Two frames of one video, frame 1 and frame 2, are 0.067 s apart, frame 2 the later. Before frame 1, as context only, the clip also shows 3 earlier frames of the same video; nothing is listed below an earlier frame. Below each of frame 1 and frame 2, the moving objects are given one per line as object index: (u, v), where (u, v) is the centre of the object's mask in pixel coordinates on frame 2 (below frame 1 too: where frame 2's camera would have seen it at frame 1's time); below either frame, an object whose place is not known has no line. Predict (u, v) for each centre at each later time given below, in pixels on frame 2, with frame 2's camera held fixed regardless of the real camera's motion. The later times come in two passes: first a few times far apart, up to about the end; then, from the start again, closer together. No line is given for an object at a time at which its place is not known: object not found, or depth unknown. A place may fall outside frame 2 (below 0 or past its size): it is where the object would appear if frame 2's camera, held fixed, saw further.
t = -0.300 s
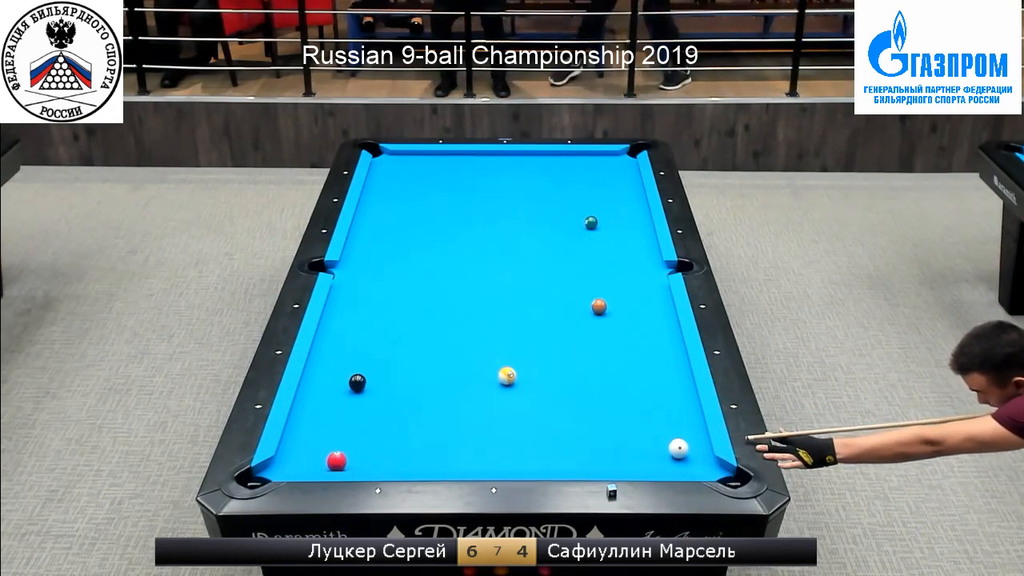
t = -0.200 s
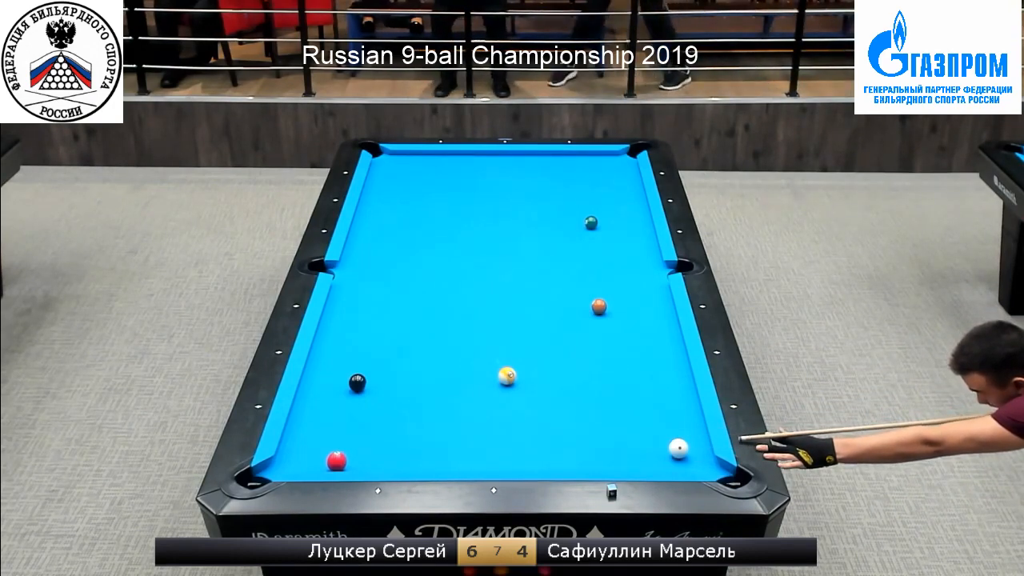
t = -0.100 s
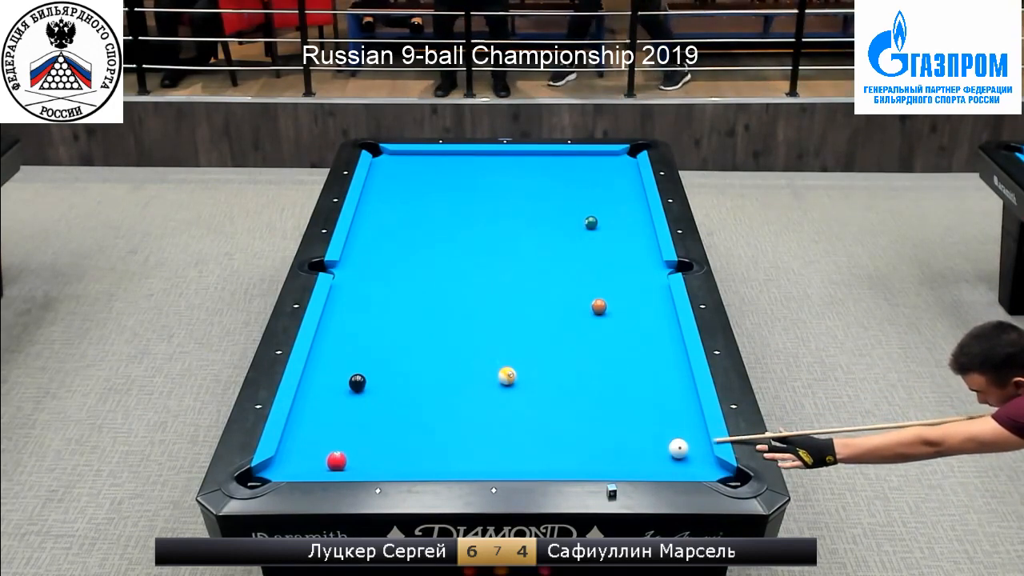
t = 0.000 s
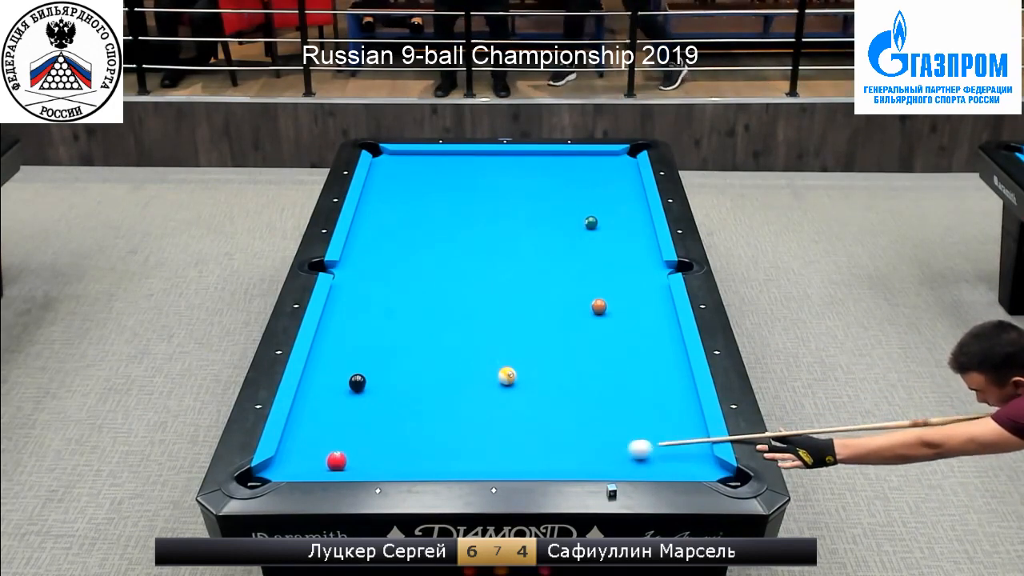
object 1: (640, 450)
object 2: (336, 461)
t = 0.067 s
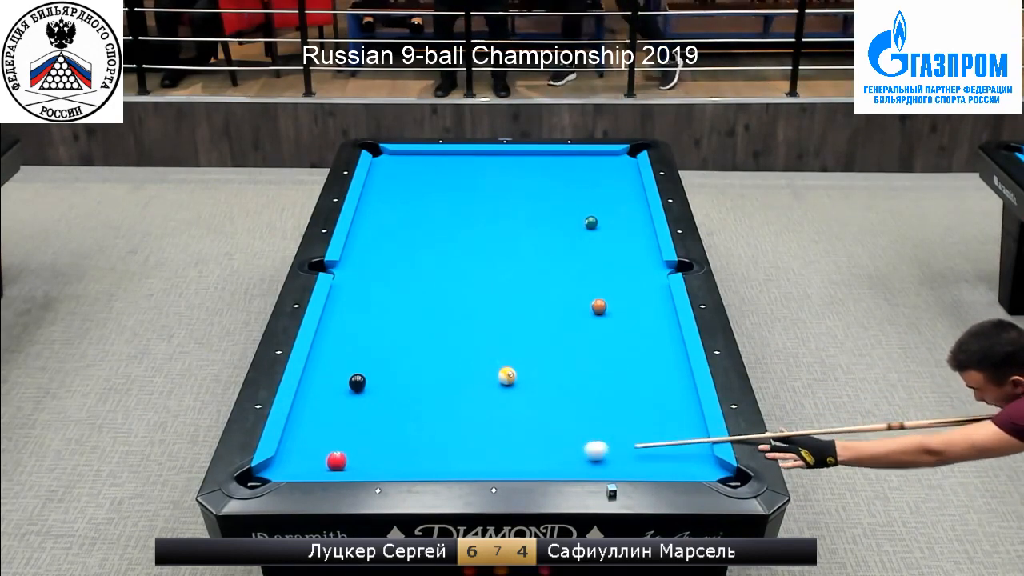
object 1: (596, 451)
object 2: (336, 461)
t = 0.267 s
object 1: (465, 454)
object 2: (336, 461)
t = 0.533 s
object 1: (350, 451)
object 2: (276, 470)
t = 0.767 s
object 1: (315, 438)
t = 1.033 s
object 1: (307, 421)
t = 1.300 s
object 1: (335, 404)
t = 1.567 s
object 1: (361, 392)
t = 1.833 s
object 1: (382, 389)
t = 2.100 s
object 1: (400, 387)
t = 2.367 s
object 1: (417, 385)
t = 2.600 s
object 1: (430, 383)
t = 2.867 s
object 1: (443, 381)
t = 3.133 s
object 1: (454, 379)
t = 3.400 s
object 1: (463, 378)
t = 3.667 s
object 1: (470, 377)
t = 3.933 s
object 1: (475, 376)
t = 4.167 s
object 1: (478, 375)
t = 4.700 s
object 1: (480, 375)
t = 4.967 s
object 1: (480, 375)
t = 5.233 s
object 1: (480, 375)
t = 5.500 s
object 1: (480, 375)
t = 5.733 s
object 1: (480, 375)
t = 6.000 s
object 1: (480, 375)
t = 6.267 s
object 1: (480, 375)
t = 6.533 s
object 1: (480, 375)
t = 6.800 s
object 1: (480, 375)
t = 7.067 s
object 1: (480, 375)
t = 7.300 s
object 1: (480, 375)
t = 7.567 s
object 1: (480, 375)
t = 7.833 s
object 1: (480, 375)
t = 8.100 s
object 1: (480, 375)
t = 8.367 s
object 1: (480, 375)
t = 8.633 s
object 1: (480, 375)
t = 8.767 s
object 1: (480, 375)
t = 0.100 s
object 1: (574, 451)
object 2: (336, 461)
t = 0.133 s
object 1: (552, 452)
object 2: (336, 461)
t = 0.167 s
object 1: (530, 452)
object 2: (336, 460)
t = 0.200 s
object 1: (508, 453)
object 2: (336, 461)
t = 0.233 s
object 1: (487, 454)
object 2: (336, 461)
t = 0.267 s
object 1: (465, 454)
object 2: (336, 461)
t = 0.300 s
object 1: (443, 455)
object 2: (336, 461)
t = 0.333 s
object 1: (421, 456)
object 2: (336, 461)
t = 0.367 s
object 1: (400, 457)
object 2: (336, 461)
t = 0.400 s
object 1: (378, 457)
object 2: (336, 461)
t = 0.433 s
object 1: (356, 459)
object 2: (335, 461)
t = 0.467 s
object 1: (355, 456)
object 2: (315, 463)
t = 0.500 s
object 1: (353, 453)
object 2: (295, 465)
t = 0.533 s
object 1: (350, 451)
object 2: (276, 470)
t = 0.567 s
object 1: (347, 449)
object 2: (257, 475)
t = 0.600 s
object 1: (342, 447)
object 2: (250, 482)
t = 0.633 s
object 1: (336, 445)
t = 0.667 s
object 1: (331, 443)
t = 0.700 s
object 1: (325, 441)
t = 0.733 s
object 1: (320, 440)
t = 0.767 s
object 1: (315, 438)
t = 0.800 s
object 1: (309, 436)
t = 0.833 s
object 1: (304, 435)
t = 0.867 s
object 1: (298, 433)
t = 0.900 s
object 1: (293, 431)
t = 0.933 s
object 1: (294, 429)
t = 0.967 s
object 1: (299, 426)
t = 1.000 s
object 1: (303, 424)
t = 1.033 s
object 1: (307, 421)
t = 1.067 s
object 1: (311, 419)
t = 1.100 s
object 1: (314, 417)
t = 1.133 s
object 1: (318, 414)
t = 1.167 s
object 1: (322, 412)
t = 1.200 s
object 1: (325, 410)
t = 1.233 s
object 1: (329, 408)
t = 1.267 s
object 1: (332, 406)
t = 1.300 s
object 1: (335, 404)
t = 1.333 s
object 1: (339, 402)
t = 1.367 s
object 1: (342, 400)
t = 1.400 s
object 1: (345, 398)
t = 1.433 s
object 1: (349, 396)
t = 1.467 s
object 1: (352, 394)
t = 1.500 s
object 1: (355, 393)
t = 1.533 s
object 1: (358, 393)
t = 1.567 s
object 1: (361, 392)
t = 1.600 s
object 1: (364, 392)
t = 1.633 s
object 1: (367, 392)
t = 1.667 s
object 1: (369, 391)
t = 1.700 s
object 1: (372, 391)
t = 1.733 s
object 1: (374, 390)
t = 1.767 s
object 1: (377, 390)
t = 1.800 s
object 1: (379, 390)
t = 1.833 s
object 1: (382, 389)
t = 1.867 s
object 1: (384, 389)
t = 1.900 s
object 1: (387, 389)
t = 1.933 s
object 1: (389, 388)
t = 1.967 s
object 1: (391, 388)
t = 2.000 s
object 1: (393, 388)
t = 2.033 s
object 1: (396, 387)
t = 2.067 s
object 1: (398, 387)
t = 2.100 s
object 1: (400, 387)
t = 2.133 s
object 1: (402, 386)
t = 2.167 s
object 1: (405, 386)
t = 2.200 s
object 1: (407, 386)
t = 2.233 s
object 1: (409, 386)
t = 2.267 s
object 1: (411, 385)
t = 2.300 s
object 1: (413, 385)
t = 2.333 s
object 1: (415, 385)
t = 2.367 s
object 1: (417, 385)
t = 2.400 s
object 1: (419, 385)
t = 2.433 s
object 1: (421, 384)
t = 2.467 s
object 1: (423, 384)
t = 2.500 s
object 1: (424, 384)
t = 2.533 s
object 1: (426, 384)
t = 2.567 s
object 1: (428, 383)
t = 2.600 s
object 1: (430, 383)
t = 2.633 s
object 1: (432, 383)
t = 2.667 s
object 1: (433, 382)
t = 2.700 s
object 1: (435, 382)
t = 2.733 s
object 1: (436, 382)
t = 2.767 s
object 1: (438, 382)
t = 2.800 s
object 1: (440, 382)
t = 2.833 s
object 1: (441, 382)
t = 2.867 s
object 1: (443, 381)
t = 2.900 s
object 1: (444, 381)
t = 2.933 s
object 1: (446, 381)
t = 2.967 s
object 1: (447, 381)
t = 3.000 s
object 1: (449, 380)
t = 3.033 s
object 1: (450, 380)
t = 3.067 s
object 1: (451, 380)
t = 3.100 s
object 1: (452, 380)
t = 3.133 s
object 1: (454, 379)
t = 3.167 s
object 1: (455, 379)
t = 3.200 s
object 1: (456, 379)
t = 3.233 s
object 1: (458, 379)
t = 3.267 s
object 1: (459, 379)
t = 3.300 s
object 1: (459, 379)
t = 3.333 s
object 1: (461, 379)
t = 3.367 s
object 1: (462, 378)
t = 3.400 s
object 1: (463, 378)
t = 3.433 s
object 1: (464, 378)
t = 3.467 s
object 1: (464, 378)
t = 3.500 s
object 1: (465, 378)
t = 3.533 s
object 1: (466, 378)
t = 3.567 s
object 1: (467, 377)
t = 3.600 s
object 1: (468, 377)
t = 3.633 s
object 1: (469, 377)
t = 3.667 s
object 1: (470, 377)
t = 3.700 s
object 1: (471, 377)
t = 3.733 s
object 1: (471, 377)
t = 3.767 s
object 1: (472, 377)
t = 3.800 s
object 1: (472, 376)
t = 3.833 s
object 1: (473, 376)
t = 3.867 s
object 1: (474, 376)
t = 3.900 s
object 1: (474, 376)
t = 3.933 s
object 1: (475, 376)
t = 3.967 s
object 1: (476, 376)
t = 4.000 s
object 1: (476, 376)
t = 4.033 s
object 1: (477, 376)
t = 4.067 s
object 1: (477, 376)
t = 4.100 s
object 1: (478, 376)
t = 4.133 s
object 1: (478, 375)
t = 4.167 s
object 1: (478, 375)
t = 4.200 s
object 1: (478, 375)
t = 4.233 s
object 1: (479, 375)
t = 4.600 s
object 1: (480, 372)
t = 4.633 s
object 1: (481, 374)
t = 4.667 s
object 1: (480, 375)
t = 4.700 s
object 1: (480, 375)
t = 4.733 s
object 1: (480, 375)
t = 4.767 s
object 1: (480, 375)
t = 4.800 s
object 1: (480, 375)
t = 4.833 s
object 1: (480, 375)
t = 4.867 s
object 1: (480, 375)
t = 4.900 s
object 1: (480, 375)
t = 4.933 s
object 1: (480, 375)
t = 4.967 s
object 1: (480, 375)
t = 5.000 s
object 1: (480, 375)
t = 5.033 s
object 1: (480, 375)
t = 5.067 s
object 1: (480, 375)
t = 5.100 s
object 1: (480, 375)
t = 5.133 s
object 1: (480, 375)
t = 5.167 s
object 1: (480, 375)
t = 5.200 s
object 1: (480, 375)
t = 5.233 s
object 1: (480, 375)
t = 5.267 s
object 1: (480, 375)
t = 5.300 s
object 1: (480, 375)
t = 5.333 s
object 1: (480, 375)
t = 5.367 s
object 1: (480, 375)
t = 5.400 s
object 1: (480, 375)
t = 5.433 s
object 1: (480, 375)
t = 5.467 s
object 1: (480, 375)
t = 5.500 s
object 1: (480, 375)
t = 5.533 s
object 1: (480, 375)
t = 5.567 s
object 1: (480, 375)
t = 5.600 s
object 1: (480, 375)
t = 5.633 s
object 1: (480, 375)
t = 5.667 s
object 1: (480, 375)
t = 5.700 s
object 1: (480, 375)
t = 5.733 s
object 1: (480, 375)
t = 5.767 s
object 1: (480, 375)
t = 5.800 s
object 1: (480, 375)
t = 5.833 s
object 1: (480, 375)
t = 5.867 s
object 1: (480, 375)
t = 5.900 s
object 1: (480, 375)
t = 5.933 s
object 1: (480, 375)
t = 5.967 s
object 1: (480, 375)
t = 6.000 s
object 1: (480, 375)
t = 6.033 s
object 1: (480, 375)
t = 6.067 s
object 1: (480, 375)
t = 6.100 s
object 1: (480, 375)
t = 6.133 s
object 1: (480, 375)
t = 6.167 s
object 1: (480, 375)
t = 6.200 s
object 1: (480, 375)
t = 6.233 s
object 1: (480, 375)
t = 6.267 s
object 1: (480, 375)
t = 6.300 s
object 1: (480, 375)
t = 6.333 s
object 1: (480, 375)
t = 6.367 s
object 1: (480, 375)
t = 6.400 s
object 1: (480, 375)
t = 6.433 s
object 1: (480, 375)
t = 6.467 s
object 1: (480, 375)
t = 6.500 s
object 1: (480, 375)
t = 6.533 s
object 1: (480, 375)
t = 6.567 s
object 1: (480, 375)
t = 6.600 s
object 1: (480, 375)
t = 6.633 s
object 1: (480, 375)
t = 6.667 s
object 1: (480, 375)
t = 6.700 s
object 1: (480, 375)
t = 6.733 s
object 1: (480, 375)
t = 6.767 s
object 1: (480, 375)
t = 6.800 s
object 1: (480, 375)
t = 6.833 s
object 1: (480, 375)
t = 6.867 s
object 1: (480, 375)
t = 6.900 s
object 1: (480, 375)
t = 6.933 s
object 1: (480, 375)
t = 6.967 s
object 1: (480, 375)
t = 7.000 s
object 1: (480, 375)
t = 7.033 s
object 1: (480, 375)
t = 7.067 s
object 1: (480, 375)
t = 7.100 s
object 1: (480, 375)
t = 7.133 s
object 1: (480, 375)
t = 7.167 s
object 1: (480, 375)
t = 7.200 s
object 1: (480, 375)
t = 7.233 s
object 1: (480, 375)
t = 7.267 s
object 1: (480, 375)
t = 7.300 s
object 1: (480, 375)
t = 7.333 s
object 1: (480, 375)
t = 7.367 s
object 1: (480, 375)
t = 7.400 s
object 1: (480, 375)
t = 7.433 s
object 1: (480, 375)
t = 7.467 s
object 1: (480, 375)
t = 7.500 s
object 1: (480, 375)
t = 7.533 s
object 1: (480, 375)
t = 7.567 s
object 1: (480, 375)
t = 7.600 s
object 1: (480, 375)
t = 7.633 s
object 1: (480, 375)
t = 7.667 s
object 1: (480, 375)
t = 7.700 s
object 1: (480, 375)
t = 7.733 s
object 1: (480, 375)
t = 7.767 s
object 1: (480, 375)
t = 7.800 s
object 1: (480, 375)
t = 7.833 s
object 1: (480, 375)
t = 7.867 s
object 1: (480, 375)
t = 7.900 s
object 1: (480, 375)
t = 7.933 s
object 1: (480, 375)
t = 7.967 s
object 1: (480, 375)
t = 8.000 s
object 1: (480, 375)
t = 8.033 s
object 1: (480, 375)
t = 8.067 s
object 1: (480, 375)
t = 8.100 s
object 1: (480, 375)
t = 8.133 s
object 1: (480, 375)
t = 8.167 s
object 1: (480, 375)
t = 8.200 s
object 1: (480, 375)
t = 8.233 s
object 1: (480, 375)
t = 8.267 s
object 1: (480, 375)
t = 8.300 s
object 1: (480, 375)
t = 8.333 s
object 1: (480, 375)
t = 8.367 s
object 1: (480, 375)
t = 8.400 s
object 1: (480, 375)
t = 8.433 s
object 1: (480, 375)
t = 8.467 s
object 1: (480, 375)
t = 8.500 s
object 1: (480, 375)
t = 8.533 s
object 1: (480, 375)
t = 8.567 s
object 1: (480, 375)
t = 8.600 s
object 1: (480, 375)
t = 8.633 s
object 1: (480, 375)
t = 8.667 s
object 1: (480, 375)
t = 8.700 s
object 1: (480, 375)
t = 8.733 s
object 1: (480, 375)
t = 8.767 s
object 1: (480, 375)
